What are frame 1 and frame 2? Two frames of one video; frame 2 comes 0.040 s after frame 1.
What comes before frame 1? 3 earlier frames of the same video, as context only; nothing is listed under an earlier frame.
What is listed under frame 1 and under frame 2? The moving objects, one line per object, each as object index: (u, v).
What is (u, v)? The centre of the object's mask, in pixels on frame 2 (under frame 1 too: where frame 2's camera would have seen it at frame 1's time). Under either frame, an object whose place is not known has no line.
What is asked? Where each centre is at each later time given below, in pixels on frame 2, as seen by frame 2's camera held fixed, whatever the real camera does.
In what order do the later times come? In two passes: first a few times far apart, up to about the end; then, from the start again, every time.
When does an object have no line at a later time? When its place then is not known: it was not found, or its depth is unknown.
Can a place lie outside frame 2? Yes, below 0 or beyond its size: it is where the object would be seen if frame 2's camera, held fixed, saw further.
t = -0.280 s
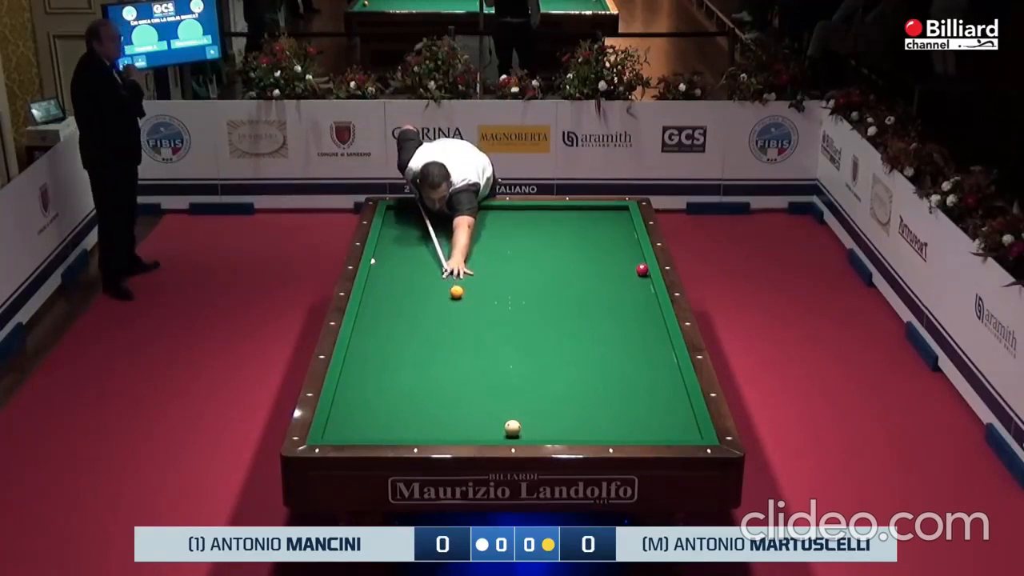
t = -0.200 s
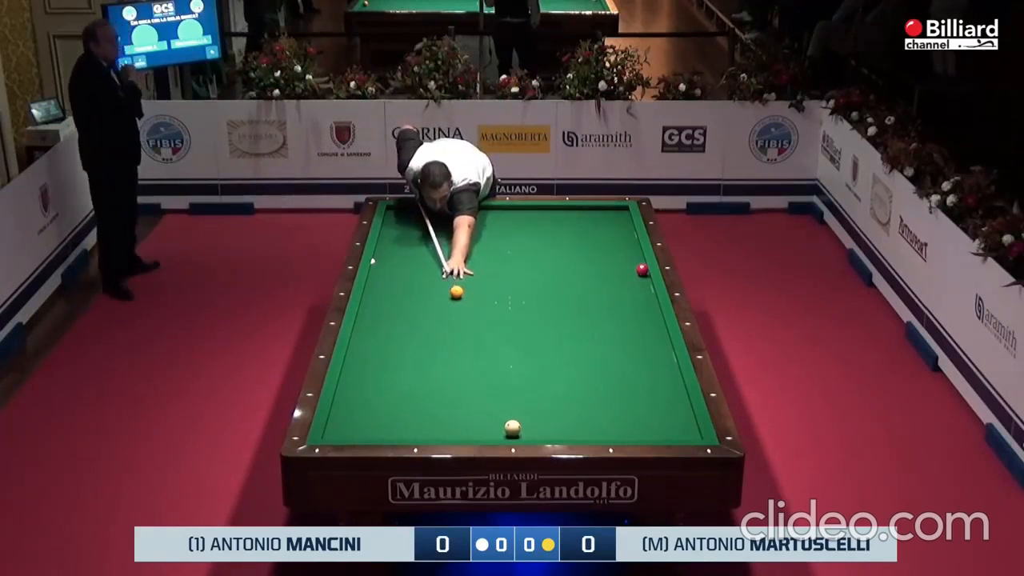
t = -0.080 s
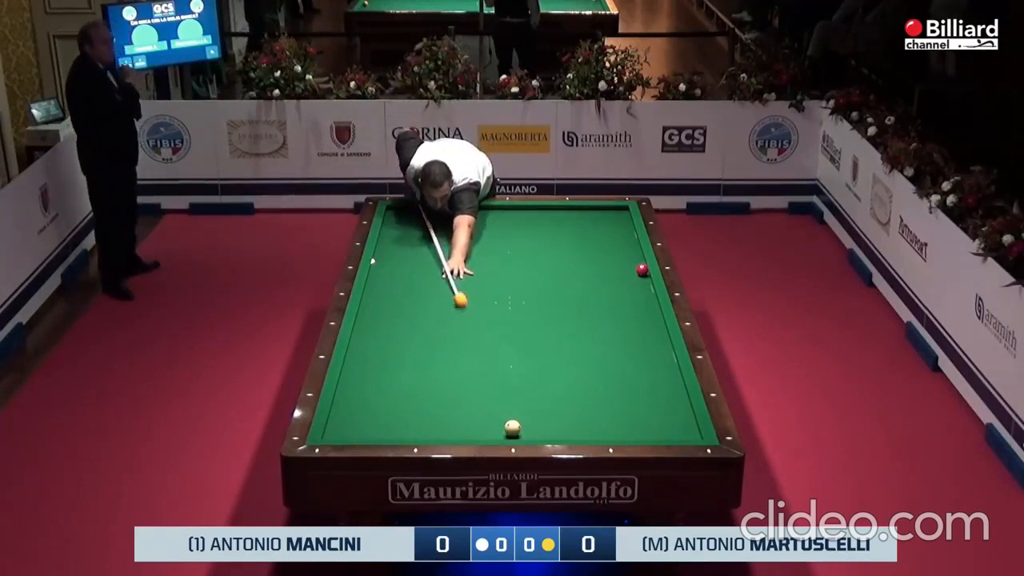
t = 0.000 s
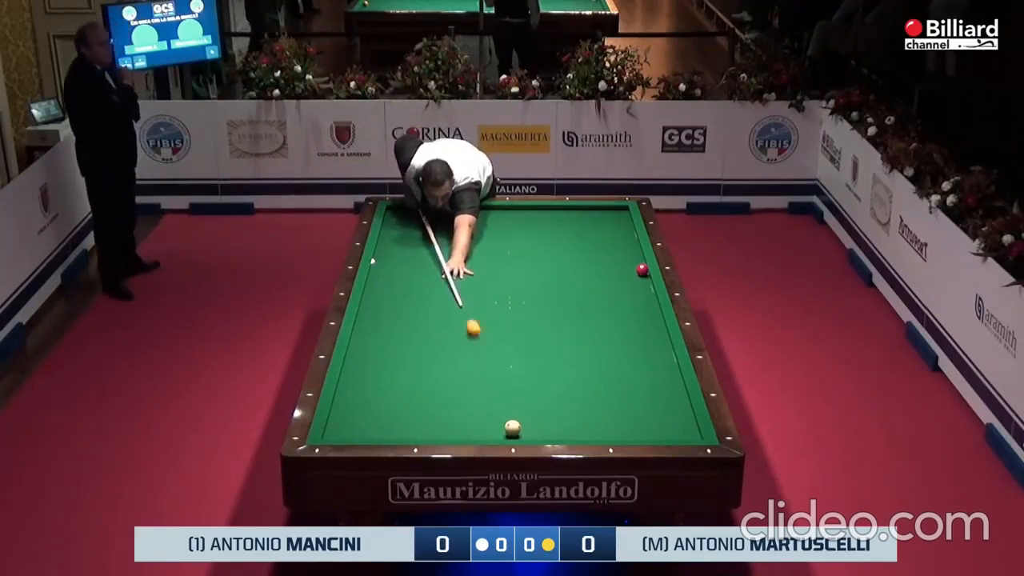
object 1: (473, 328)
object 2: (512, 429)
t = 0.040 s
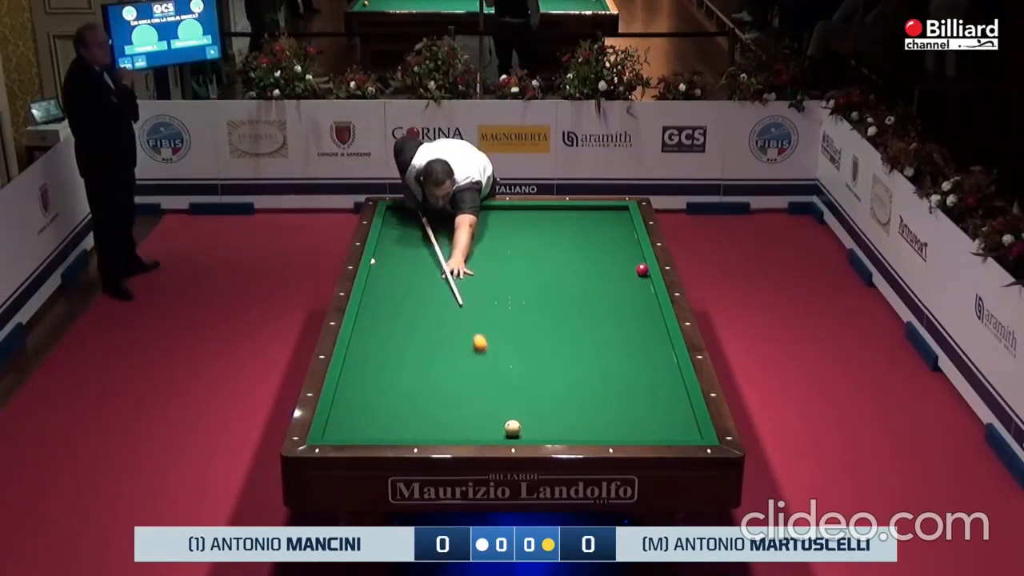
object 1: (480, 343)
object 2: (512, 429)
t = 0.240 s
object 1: (520, 420)
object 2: (512, 432)
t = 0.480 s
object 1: (568, 426)
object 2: (511, 372)
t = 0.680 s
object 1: (601, 427)
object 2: (512, 330)
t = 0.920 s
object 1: (640, 429)
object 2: (513, 292)
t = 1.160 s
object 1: (679, 430)
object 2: (514, 259)
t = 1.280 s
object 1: (688, 430)
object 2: (515, 244)
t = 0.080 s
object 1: (486, 359)
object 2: (512, 429)
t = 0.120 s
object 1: (494, 375)
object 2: (512, 429)
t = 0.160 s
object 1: (501, 392)
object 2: (512, 429)
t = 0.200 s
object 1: (509, 409)
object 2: (512, 429)
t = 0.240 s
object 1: (520, 420)
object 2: (512, 432)
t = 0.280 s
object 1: (528, 423)
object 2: (511, 428)
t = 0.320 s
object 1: (537, 424)
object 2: (511, 416)
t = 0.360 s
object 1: (546, 425)
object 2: (511, 404)
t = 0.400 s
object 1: (554, 425)
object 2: (511, 392)
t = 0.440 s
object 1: (561, 426)
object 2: (511, 382)
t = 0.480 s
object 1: (568, 426)
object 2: (511, 372)
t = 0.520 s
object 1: (574, 426)
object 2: (512, 362)
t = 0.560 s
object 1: (581, 426)
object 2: (512, 353)
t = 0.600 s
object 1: (588, 426)
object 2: (512, 345)
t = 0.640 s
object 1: (594, 427)
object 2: (512, 337)
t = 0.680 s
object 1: (601, 427)
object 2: (512, 330)
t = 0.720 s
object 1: (608, 427)
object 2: (512, 323)
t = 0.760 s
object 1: (615, 428)
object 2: (513, 317)
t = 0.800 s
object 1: (621, 428)
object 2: (513, 310)
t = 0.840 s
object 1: (628, 428)
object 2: (513, 304)
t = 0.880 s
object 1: (634, 428)
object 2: (513, 298)
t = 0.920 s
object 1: (640, 429)
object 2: (513, 292)
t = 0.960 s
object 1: (647, 429)
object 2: (513, 286)
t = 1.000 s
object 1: (654, 429)
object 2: (514, 280)
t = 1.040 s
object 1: (660, 429)
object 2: (514, 275)
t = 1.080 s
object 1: (666, 429)
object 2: (514, 269)
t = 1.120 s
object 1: (673, 430)
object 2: (514, 264)
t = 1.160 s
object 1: (679, 430)
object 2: (514, 259)
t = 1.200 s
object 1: (686, 430)
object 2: (514, 254)
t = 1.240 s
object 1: (692, 430)
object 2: (514, 249)
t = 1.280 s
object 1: (688, 430)
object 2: (515, 244)
